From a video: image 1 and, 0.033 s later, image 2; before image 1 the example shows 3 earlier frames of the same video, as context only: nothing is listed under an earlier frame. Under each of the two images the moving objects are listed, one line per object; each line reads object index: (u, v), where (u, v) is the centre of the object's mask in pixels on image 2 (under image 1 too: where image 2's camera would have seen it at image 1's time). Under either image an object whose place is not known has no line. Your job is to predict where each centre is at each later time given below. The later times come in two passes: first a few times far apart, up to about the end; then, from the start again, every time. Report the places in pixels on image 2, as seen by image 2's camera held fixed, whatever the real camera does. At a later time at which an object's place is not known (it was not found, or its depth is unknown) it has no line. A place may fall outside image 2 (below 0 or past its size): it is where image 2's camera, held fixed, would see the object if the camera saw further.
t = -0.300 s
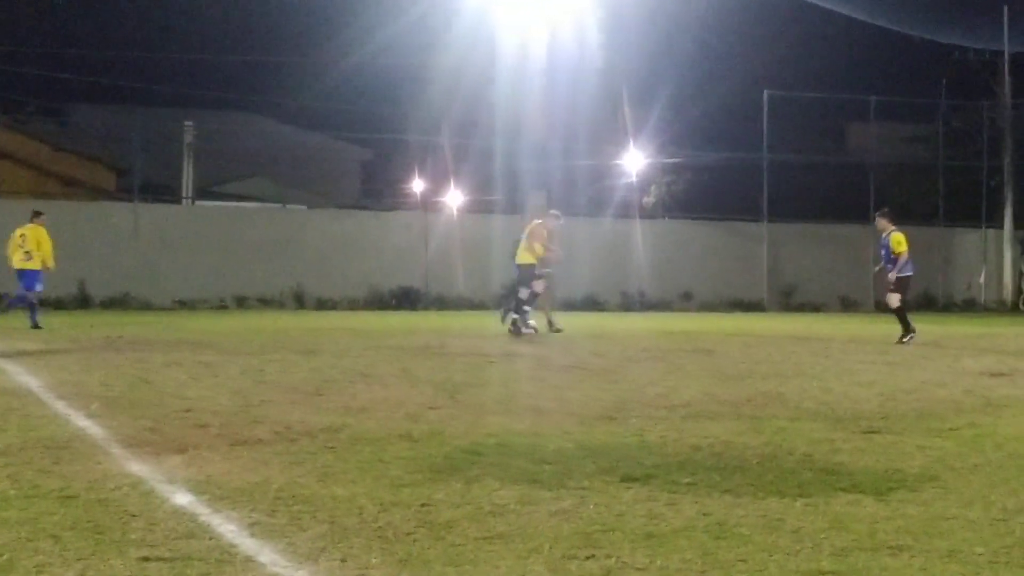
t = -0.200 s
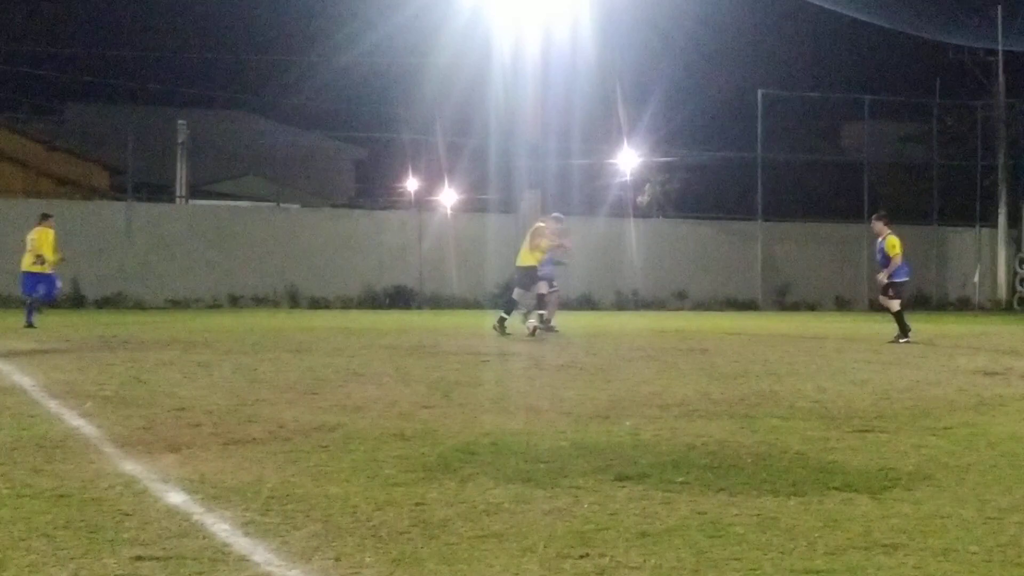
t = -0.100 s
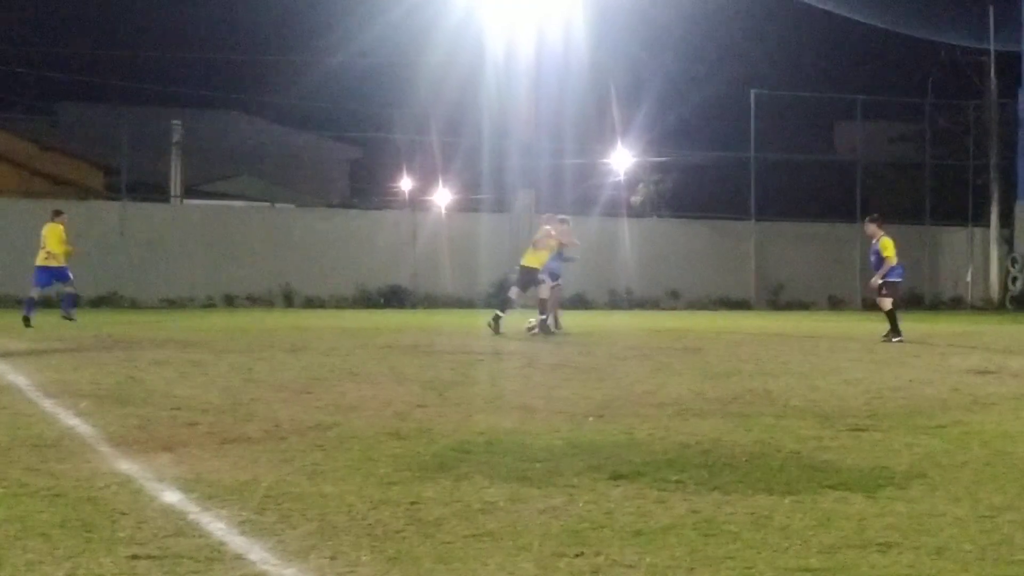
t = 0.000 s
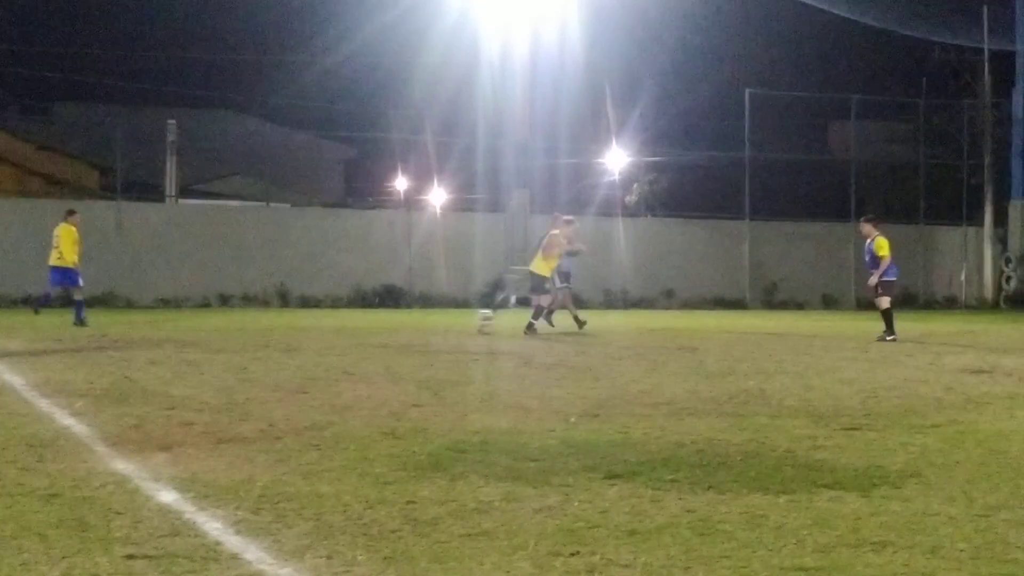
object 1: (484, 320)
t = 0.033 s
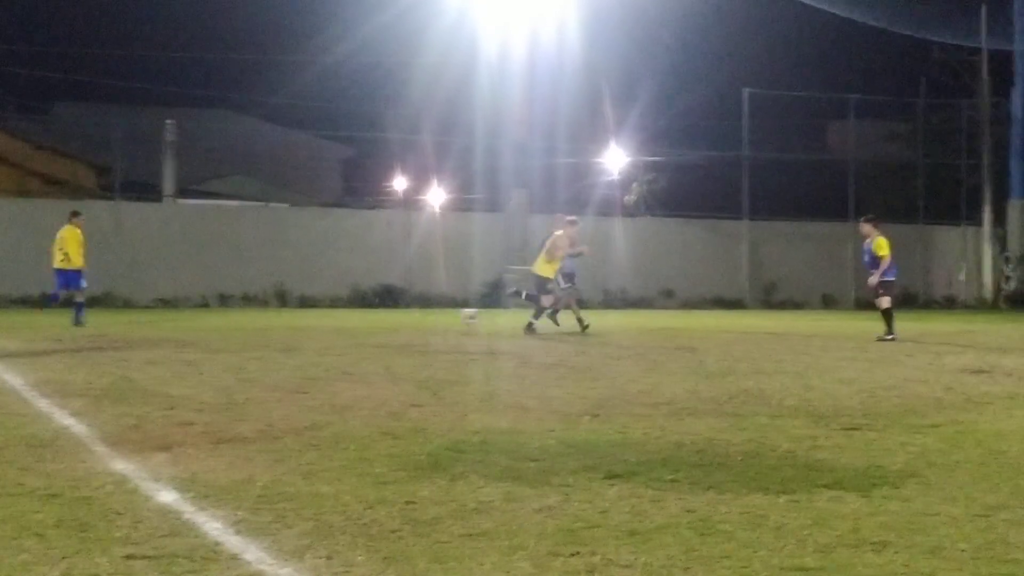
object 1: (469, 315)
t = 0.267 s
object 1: (374, 319)
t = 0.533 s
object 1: (301, 319)
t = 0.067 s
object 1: (454, 315)
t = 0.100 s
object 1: (440, 315)
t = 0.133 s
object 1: (425, 317)
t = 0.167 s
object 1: (413, 318)
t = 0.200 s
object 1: (398, 321)
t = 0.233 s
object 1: (386, 321)
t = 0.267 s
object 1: (374, 319)
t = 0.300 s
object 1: (365, 317)
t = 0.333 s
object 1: (355, 316)
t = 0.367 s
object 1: (345, 316)
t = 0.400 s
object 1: (334, 317)
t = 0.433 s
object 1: (324, 319)
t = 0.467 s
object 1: (316, 321)
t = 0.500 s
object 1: (307, 320)
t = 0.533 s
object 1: (301, 319)
